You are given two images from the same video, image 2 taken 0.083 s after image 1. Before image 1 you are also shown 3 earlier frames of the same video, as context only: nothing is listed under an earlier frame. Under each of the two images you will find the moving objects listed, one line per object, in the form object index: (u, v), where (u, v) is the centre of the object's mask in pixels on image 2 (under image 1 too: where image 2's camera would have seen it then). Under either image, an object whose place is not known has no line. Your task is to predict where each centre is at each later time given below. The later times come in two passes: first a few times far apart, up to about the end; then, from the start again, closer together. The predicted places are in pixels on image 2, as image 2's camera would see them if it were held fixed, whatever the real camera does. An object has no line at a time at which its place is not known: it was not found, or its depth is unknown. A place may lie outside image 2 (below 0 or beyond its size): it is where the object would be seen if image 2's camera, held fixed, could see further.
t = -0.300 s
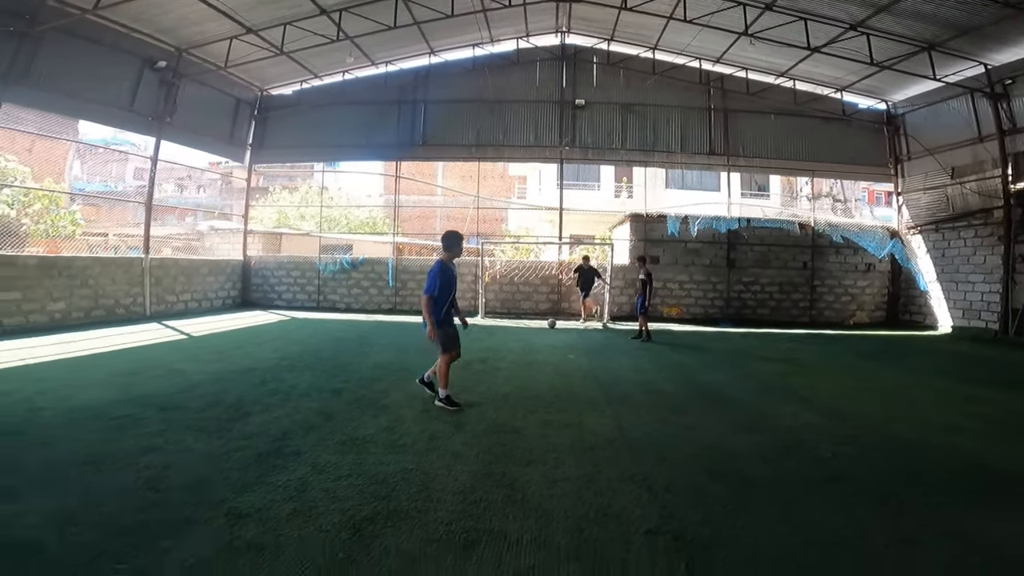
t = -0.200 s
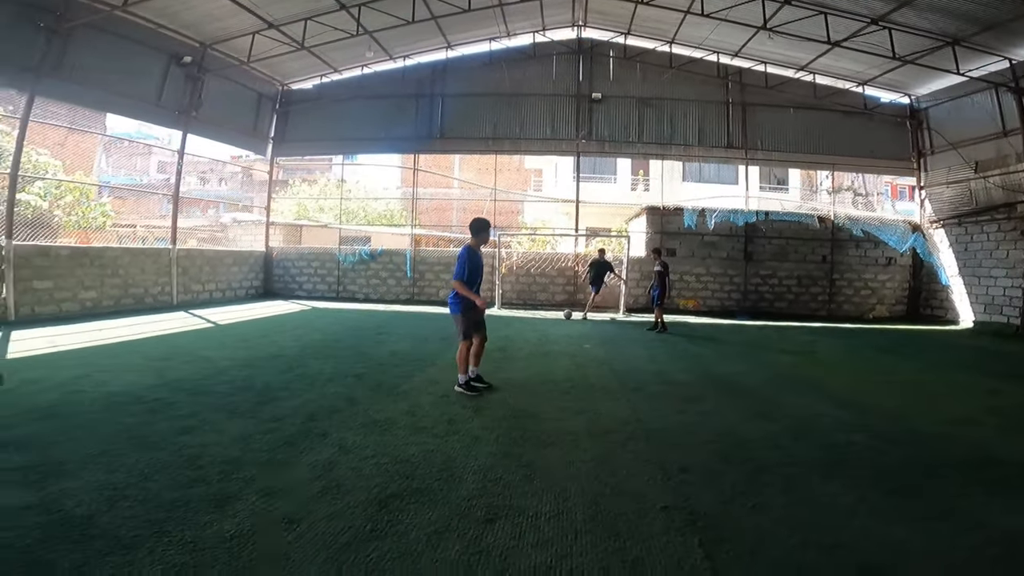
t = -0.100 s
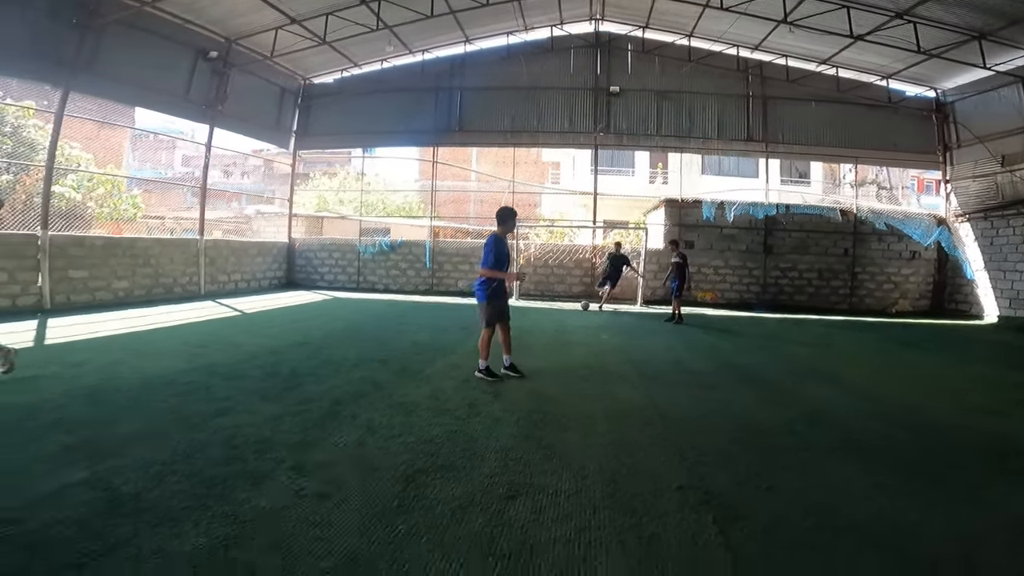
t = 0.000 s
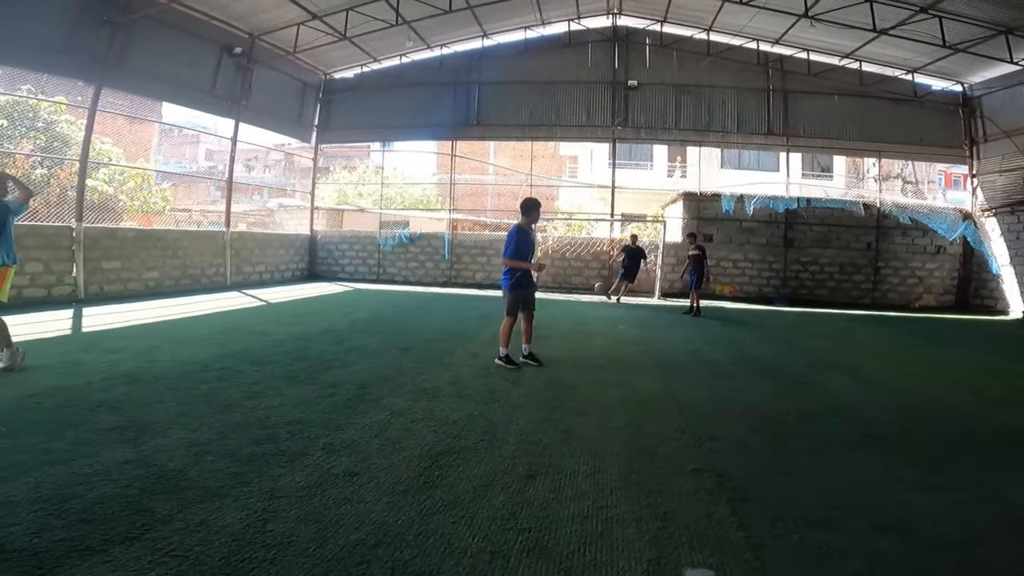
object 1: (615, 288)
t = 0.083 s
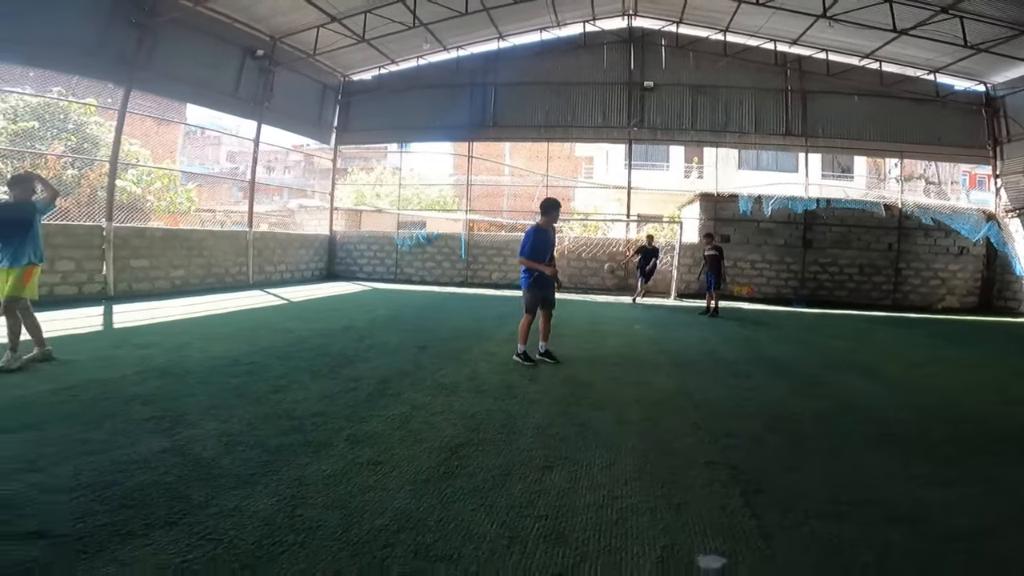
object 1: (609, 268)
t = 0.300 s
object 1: (589, 209)
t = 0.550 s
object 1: (535, 83)
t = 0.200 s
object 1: (600, 238)
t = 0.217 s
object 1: (599, 234)
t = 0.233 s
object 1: (597, 229)
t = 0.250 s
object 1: (595, 224)
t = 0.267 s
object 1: (593, 219)
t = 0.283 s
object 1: (591, 215)
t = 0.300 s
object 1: (589, 209)
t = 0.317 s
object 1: (587, 204)
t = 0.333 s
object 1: (585, 197)
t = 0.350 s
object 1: (583, 191)
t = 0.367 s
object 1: (580, 185)
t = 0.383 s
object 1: (577, 179)
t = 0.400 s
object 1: (575, 173)
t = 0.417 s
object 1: (571, 166)
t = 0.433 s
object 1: (568, 157)
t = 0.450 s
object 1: (564, 150)
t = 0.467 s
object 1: (561, 140)
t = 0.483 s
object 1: (557, 130)
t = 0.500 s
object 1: (553, 120)
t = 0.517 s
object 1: (547, 109)
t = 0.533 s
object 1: (542, 97)
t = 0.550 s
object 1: (535, 83)
